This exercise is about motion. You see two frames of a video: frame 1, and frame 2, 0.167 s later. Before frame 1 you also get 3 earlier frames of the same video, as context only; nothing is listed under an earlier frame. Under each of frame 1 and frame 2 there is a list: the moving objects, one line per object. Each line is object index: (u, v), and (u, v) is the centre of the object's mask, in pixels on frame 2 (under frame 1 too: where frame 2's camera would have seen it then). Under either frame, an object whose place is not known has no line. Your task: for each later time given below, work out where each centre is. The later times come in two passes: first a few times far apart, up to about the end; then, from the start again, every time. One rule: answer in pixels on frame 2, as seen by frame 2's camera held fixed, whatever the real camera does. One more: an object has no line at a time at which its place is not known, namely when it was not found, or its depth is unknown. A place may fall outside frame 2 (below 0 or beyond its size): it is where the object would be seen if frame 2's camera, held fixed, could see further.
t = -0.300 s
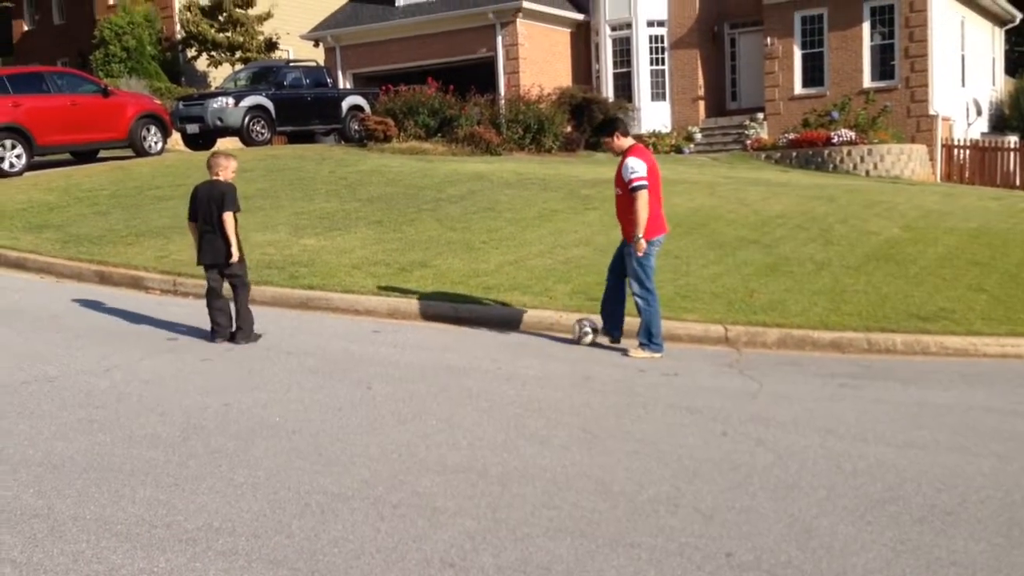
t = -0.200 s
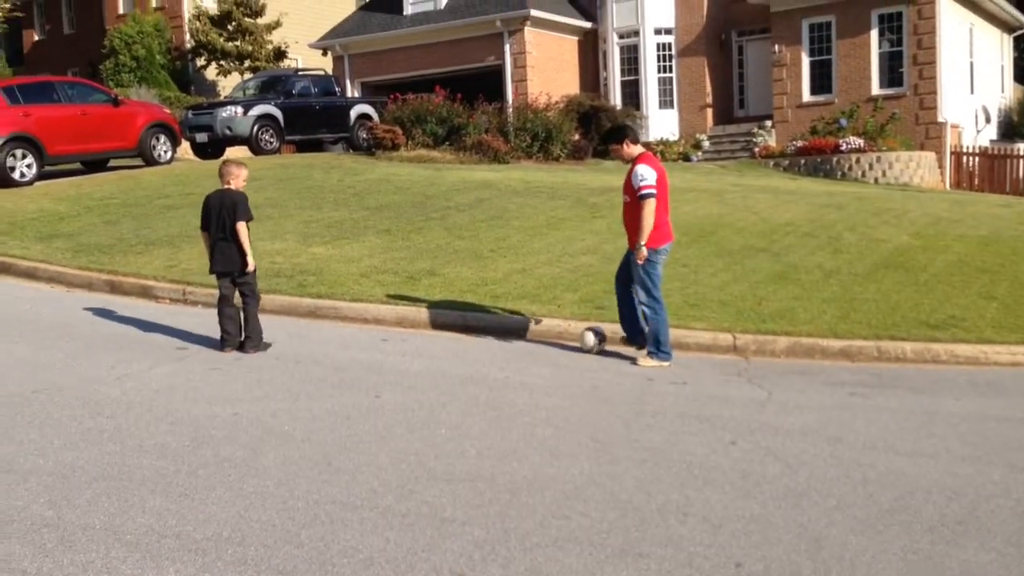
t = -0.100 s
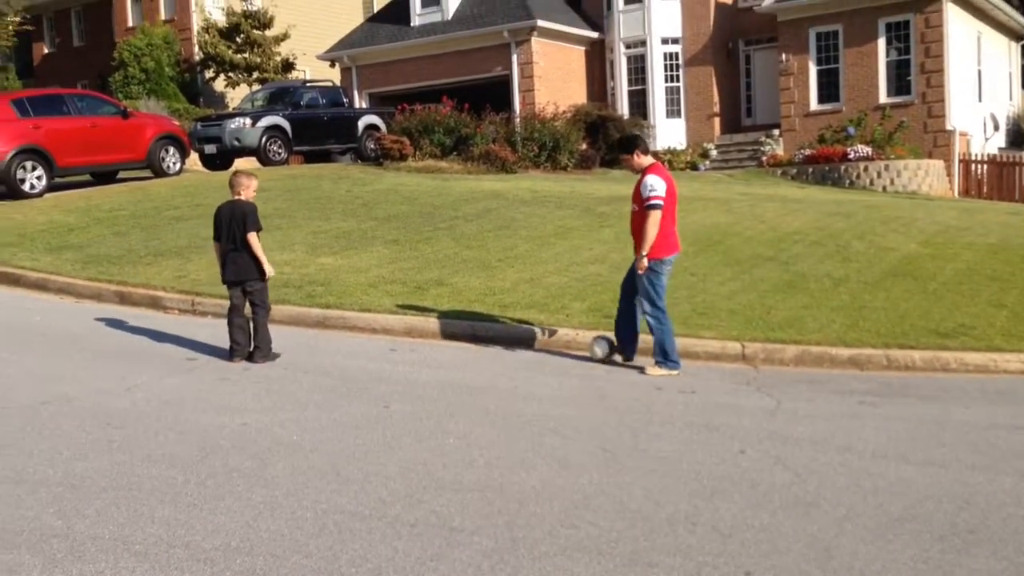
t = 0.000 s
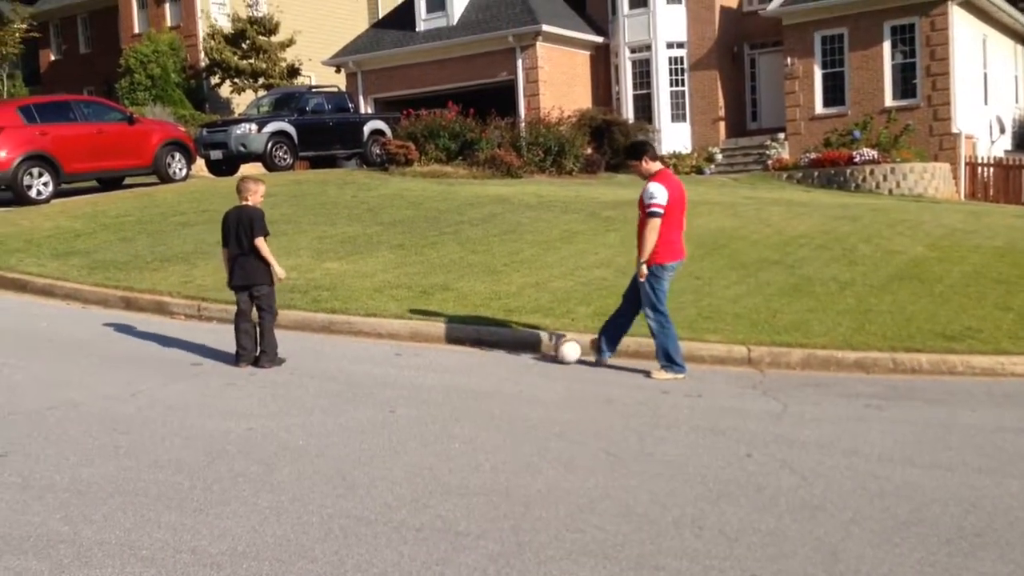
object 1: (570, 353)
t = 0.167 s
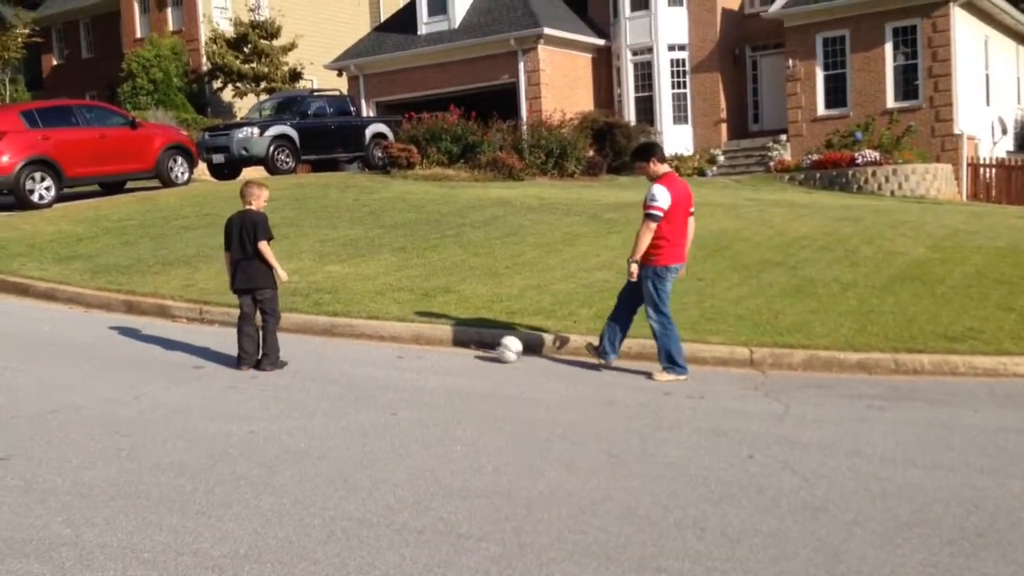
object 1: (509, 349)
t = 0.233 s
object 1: (490, 348)
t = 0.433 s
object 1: (440, 347)
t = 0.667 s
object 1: (387, 345)
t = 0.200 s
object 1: (499, 349)
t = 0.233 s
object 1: (490, 348)
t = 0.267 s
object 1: (482, 348)
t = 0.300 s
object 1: (474, 348)
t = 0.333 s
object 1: (465, 347)
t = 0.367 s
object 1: (457, 347)
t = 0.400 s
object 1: (449, 347)
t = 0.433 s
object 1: (440, 347)
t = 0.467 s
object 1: (433, 346)
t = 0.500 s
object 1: (424, 346)
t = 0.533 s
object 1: (416, 346)
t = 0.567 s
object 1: (409, 346)
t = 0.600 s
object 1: (402, 346)
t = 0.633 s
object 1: (395, 345)
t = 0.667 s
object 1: (387, 345)
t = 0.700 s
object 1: (379, 345)
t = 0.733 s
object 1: (372, 345)
